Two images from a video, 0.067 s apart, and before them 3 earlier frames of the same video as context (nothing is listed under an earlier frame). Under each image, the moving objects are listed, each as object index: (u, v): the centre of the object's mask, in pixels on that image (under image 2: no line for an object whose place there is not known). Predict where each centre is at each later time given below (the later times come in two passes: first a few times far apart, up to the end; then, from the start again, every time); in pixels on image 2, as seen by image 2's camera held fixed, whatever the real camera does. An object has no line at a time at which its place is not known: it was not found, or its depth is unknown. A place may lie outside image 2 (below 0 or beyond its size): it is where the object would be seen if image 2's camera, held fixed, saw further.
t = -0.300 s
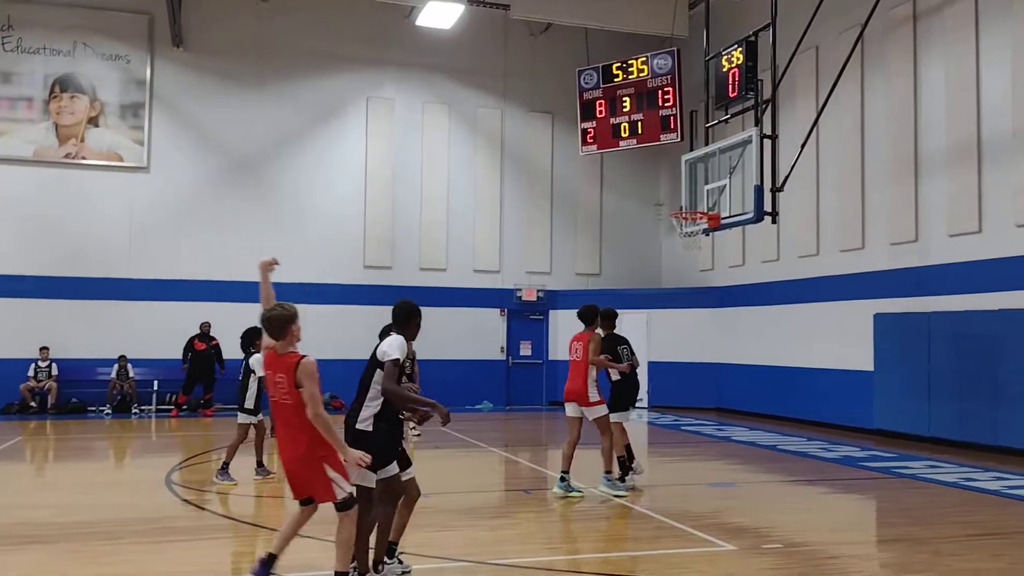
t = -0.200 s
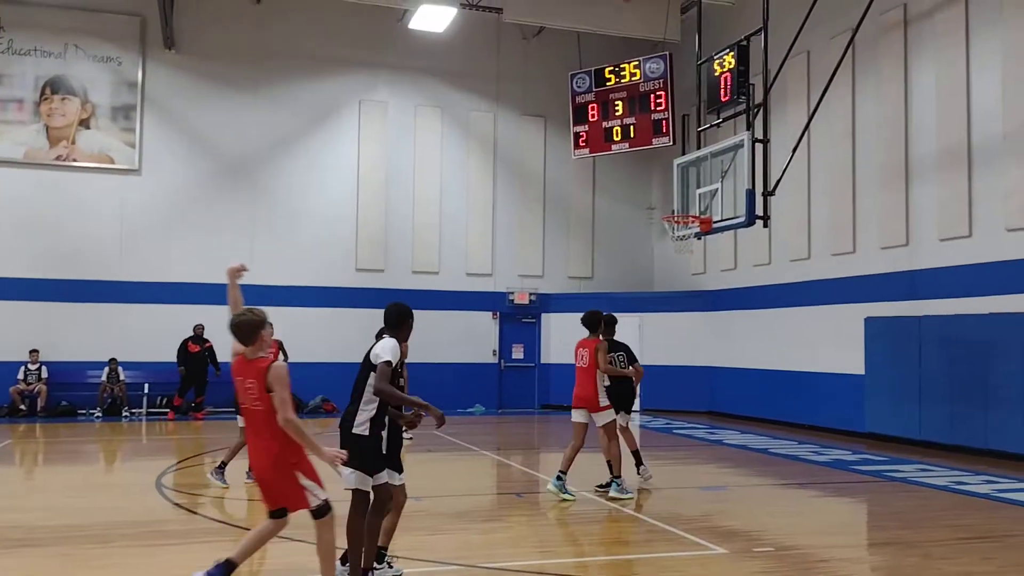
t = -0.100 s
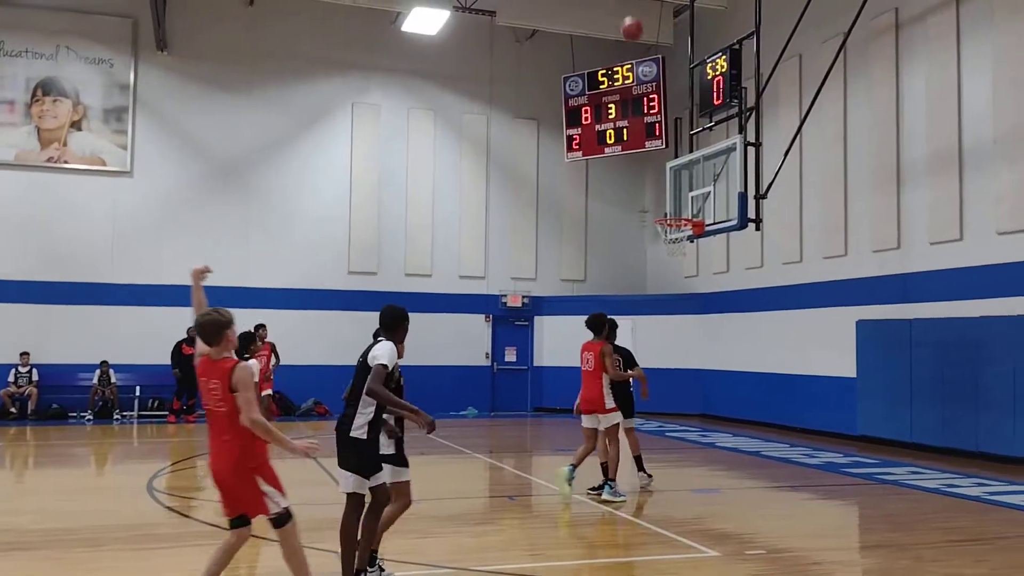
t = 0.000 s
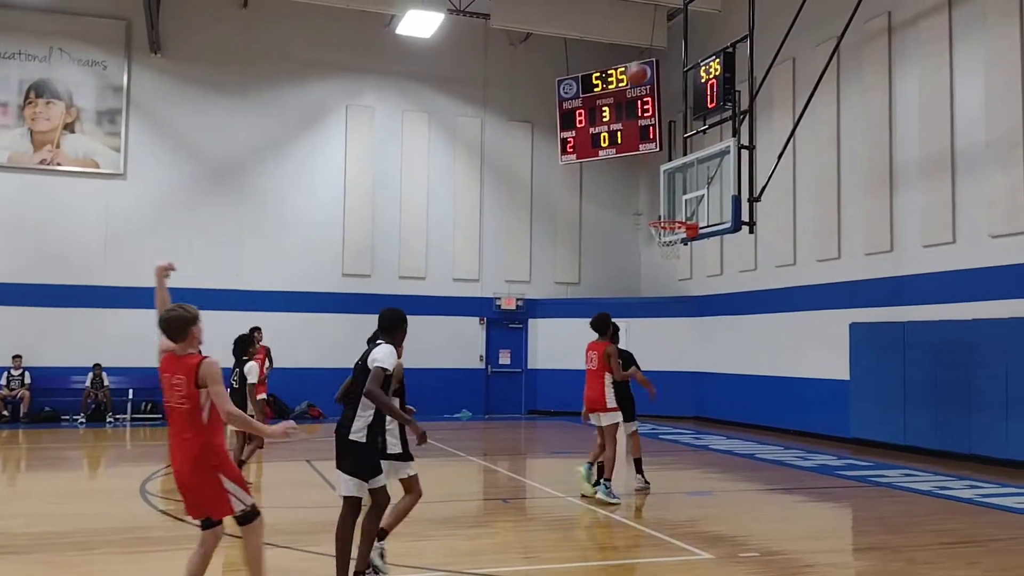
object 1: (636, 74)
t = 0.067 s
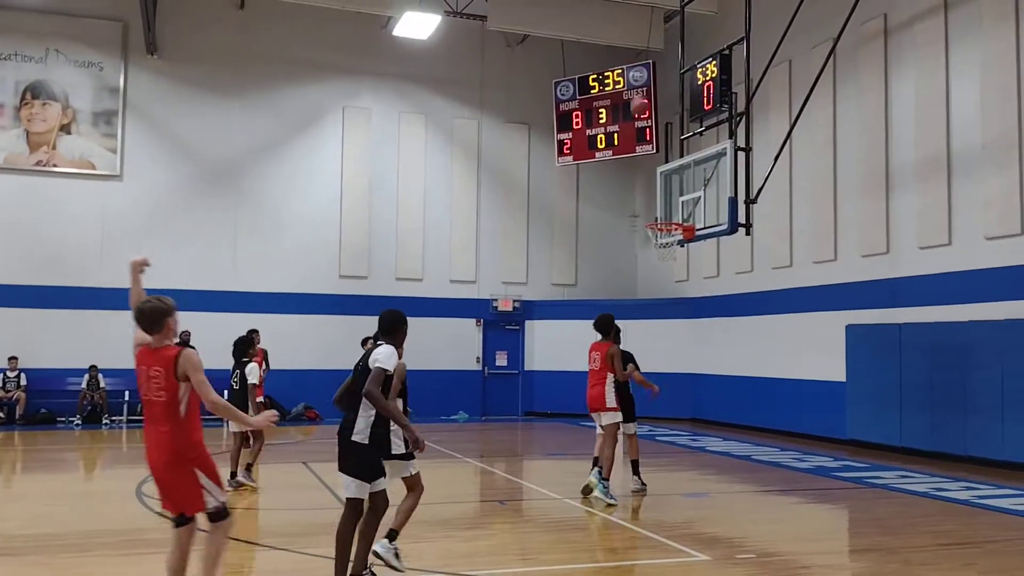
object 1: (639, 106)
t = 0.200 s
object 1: (652, 173)
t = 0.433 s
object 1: (654, 234)
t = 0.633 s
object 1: (667, 259)
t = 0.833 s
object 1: (683, 300)
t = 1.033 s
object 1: (701, 376)
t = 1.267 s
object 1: (720, 431)
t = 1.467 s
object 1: (736, 368)
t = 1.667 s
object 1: (753, 334)
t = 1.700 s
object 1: (757, 331)
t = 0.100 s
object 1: (642, 123)
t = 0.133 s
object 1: (646, 138)
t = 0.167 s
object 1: (650, 157)
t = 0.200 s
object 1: (652, 173)
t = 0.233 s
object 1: (656, 192)
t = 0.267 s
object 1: (659, 209)
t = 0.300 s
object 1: (663, 225)
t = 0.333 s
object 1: (669, 224)
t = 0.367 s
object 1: (667, 225)
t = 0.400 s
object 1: (662, 230)
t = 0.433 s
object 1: (654, 234)
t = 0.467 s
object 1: (653, 236)
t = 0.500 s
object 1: (655, 241)
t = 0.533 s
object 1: (656, 246)
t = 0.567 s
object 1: (660, 250)
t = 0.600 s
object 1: (663, 253)
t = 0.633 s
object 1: (667, 259)
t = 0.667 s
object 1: (669, 262)
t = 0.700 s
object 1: (672, 268)
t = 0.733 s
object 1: (675, 275)
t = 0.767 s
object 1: (678, 283)
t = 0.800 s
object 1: (680, 291)
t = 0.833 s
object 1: (683, 300)
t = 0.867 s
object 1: (685, 311)
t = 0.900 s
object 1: (689, 322)
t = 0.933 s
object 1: (692, 335)
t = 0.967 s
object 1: (695, 347)
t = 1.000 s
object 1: (698, 361)
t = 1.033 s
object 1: (701, 376)
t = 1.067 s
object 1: (703, 392)
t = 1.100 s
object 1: (706, 409)
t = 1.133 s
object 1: (709, 425)
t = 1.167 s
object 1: (713, 445)
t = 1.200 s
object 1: (715, 460)
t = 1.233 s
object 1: (718, 446)
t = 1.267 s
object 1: (720, 431)
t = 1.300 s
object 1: (723, 419)
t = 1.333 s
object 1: (725, 407)
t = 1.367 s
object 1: (727, 396)
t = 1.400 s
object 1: (730, 386)
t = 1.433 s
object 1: (733, 377)
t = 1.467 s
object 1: (736, 368)
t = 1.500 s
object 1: (739, 360)
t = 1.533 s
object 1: (742, 353)
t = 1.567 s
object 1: (745, 347)
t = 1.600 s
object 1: (747, 342)
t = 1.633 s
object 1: (750, 337)
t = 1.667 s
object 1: (753, 334)
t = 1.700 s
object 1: (757, 331)
